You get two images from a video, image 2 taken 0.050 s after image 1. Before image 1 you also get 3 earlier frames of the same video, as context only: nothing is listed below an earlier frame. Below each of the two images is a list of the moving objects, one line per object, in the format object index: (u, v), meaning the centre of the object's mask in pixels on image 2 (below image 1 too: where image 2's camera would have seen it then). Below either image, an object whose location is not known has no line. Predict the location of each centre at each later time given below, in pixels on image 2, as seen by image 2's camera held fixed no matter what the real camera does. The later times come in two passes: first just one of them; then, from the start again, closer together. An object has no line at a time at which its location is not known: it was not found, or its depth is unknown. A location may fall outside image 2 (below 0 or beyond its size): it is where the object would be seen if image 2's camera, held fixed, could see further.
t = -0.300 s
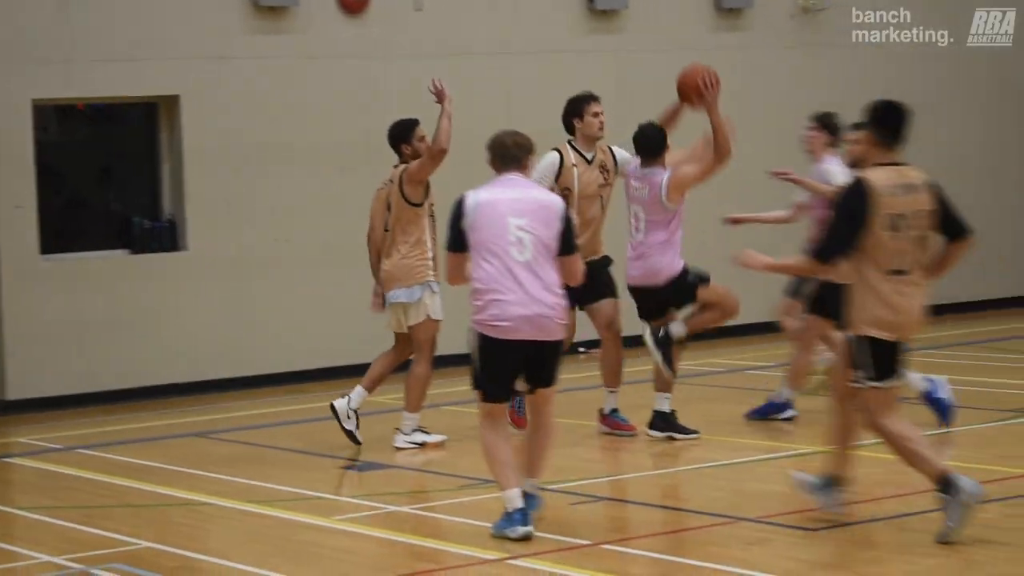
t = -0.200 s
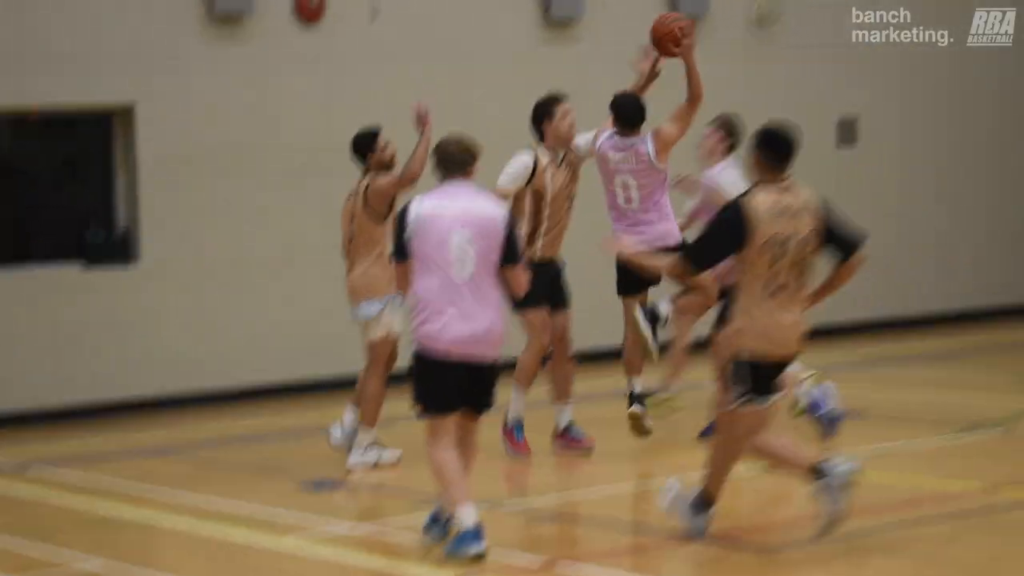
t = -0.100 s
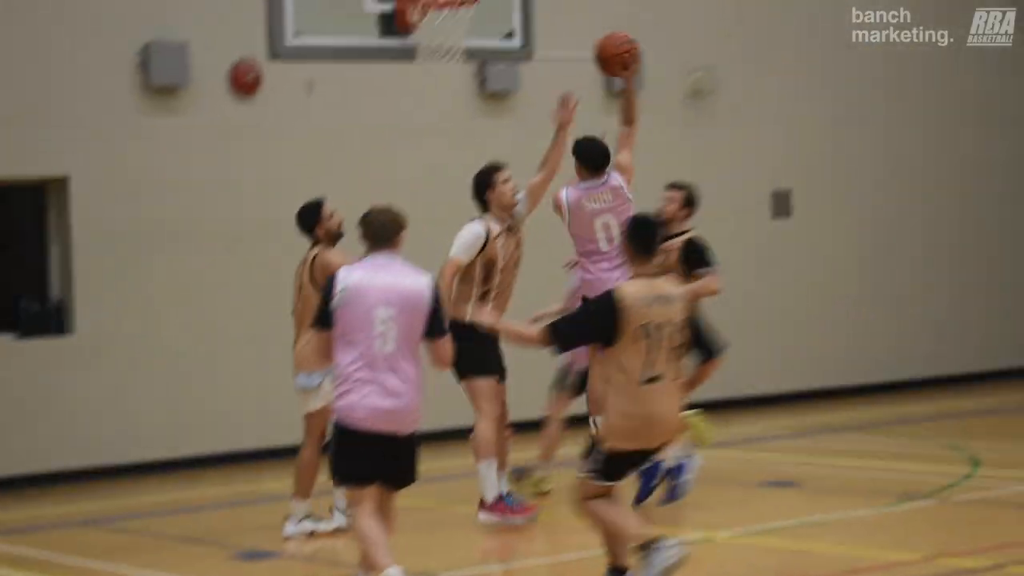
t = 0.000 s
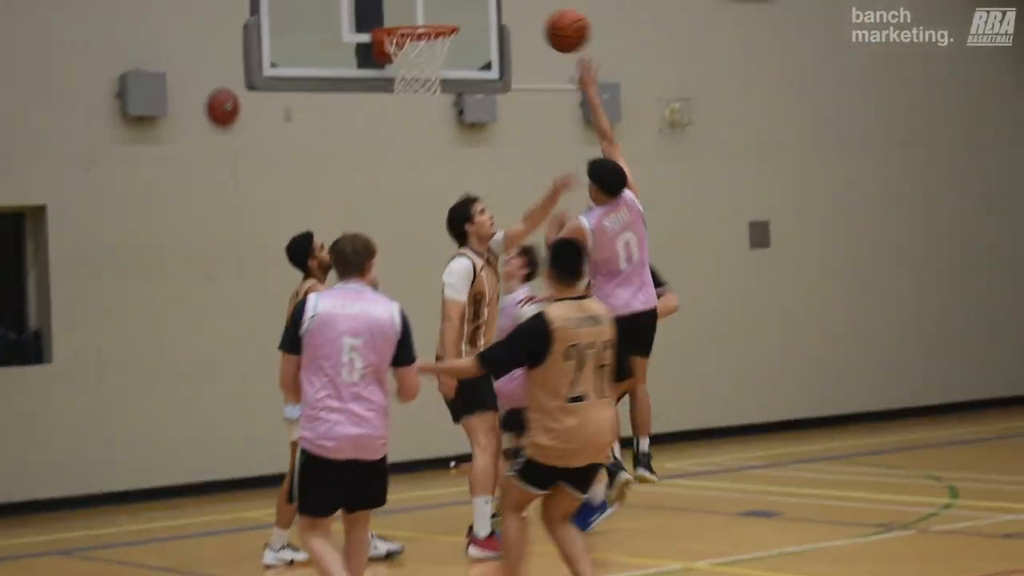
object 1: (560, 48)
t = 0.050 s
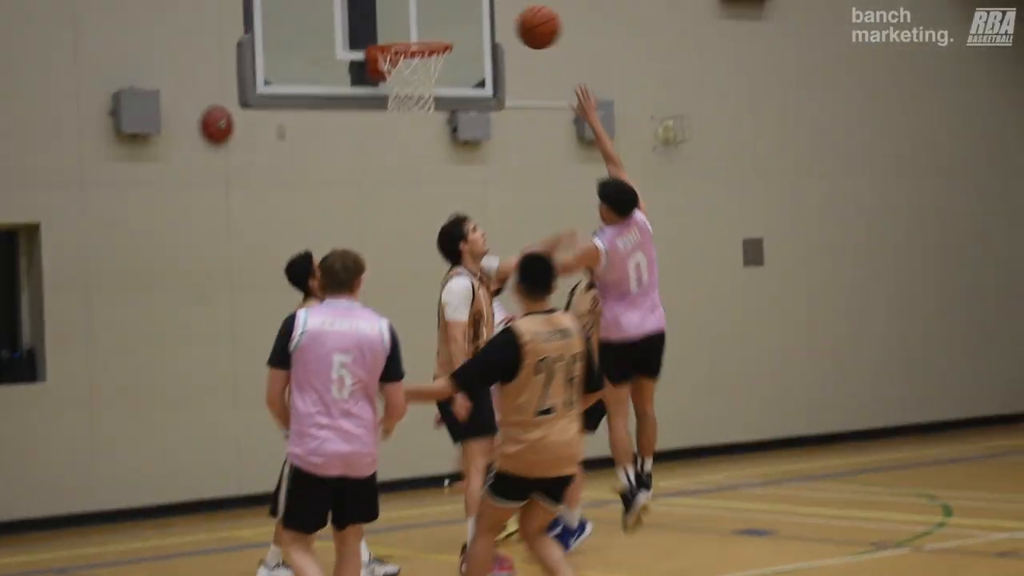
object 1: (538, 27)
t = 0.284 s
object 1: (441, -12)
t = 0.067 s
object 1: (531, 21)
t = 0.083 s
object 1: (524, 15)
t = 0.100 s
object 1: (517, 10)
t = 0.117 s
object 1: (510, 5)
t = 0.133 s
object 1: (503, 2)
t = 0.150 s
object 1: (495, -2)
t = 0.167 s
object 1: (488, -5)
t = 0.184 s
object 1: (482, -8)
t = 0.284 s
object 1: (441, -12)
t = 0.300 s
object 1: (434, -12)
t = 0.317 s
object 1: (428, -10)
